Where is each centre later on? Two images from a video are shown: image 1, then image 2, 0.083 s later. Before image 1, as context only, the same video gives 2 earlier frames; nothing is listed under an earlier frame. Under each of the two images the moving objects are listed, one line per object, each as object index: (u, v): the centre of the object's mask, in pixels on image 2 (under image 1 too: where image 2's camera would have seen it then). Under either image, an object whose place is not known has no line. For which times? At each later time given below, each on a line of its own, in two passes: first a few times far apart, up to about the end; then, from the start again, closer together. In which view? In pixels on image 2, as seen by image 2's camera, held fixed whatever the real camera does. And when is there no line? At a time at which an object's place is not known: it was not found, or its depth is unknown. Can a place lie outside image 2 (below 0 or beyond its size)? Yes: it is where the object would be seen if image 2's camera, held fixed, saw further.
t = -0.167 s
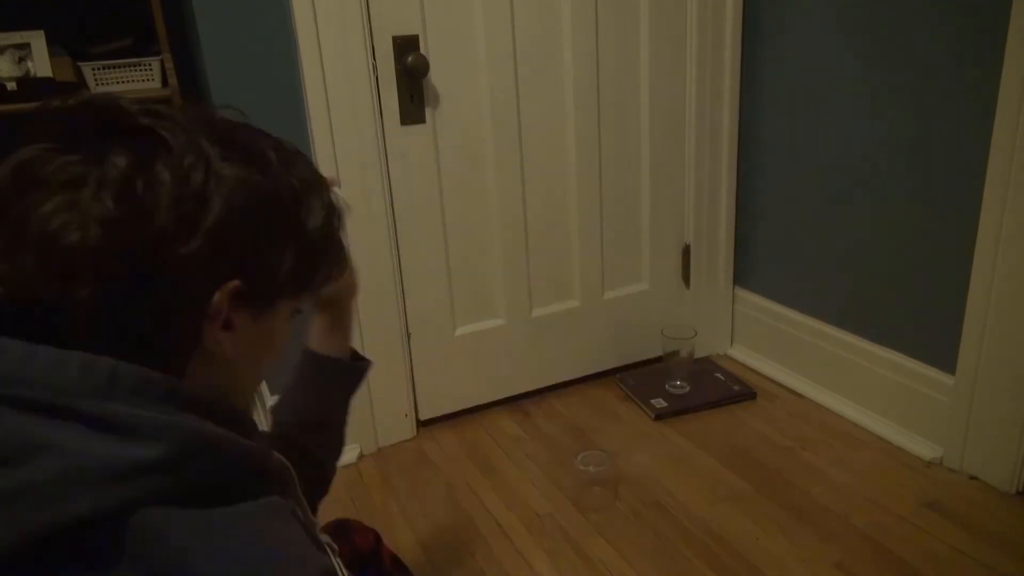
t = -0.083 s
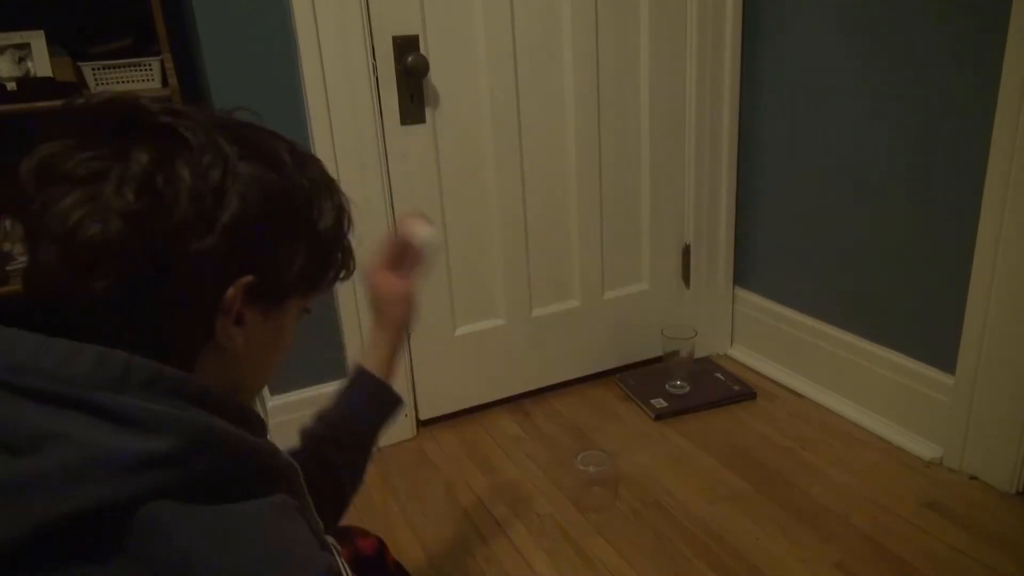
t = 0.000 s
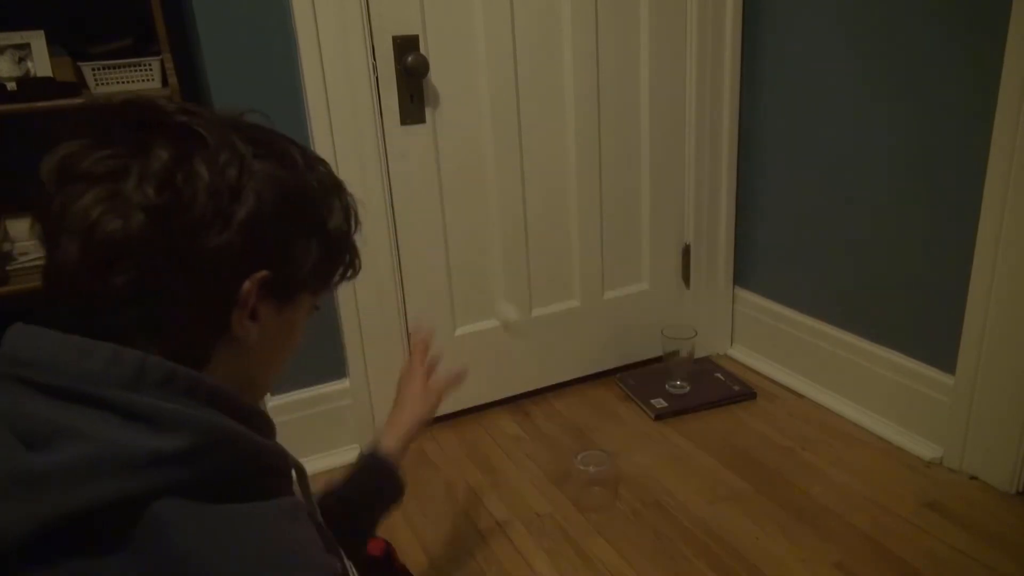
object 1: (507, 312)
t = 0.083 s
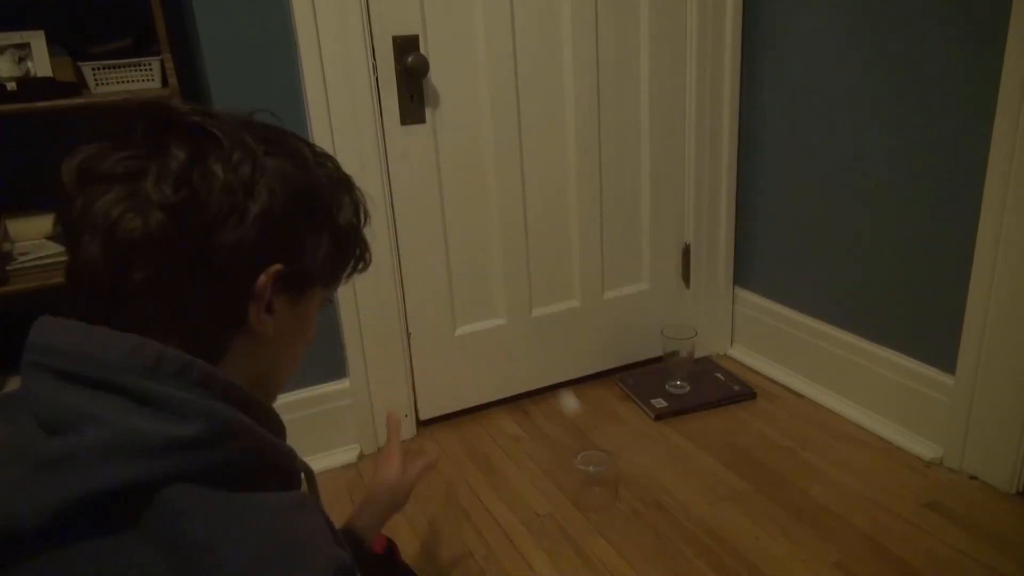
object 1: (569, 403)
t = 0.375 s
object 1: (680, 173)
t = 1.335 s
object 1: (744, 378)
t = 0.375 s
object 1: (680, 173)
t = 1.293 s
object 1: (763, 336)
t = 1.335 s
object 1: (744, 378)
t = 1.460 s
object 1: (739, 365)
